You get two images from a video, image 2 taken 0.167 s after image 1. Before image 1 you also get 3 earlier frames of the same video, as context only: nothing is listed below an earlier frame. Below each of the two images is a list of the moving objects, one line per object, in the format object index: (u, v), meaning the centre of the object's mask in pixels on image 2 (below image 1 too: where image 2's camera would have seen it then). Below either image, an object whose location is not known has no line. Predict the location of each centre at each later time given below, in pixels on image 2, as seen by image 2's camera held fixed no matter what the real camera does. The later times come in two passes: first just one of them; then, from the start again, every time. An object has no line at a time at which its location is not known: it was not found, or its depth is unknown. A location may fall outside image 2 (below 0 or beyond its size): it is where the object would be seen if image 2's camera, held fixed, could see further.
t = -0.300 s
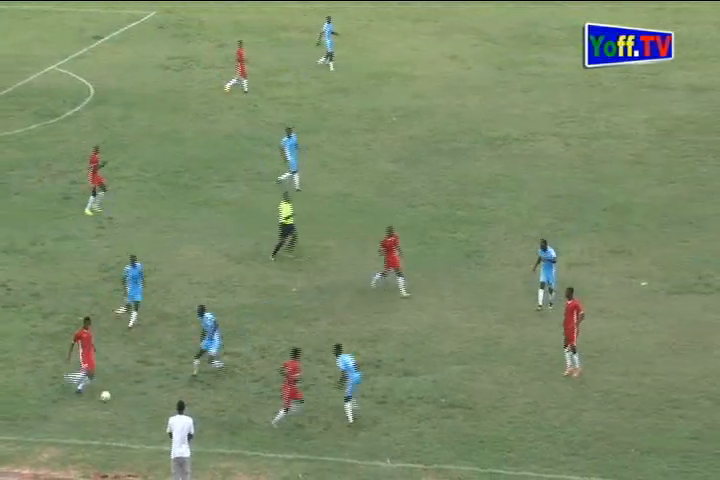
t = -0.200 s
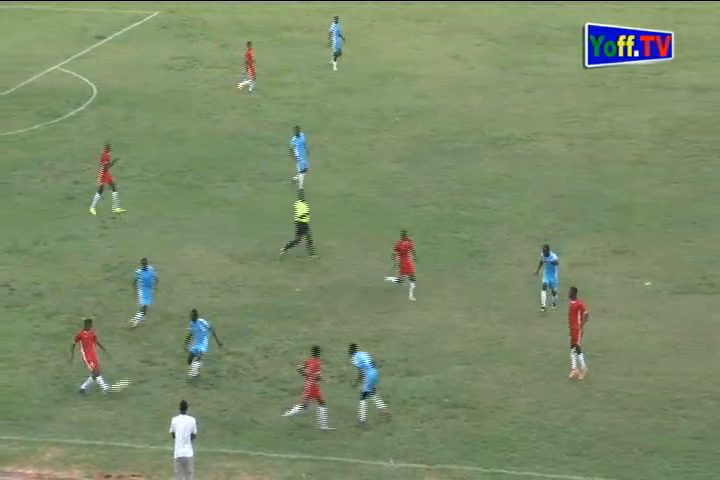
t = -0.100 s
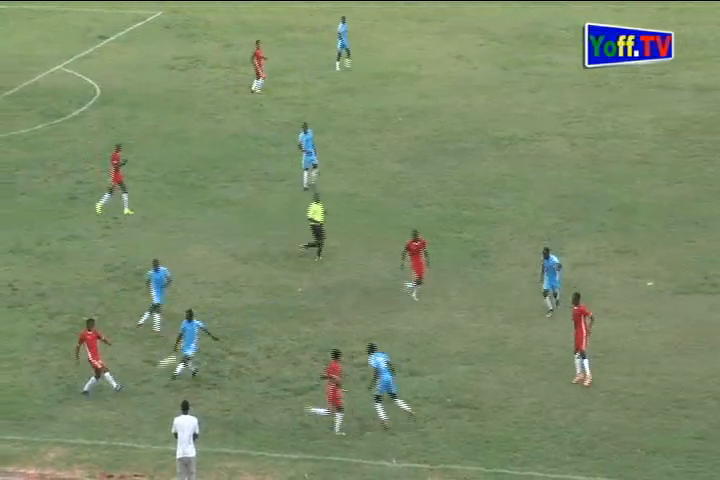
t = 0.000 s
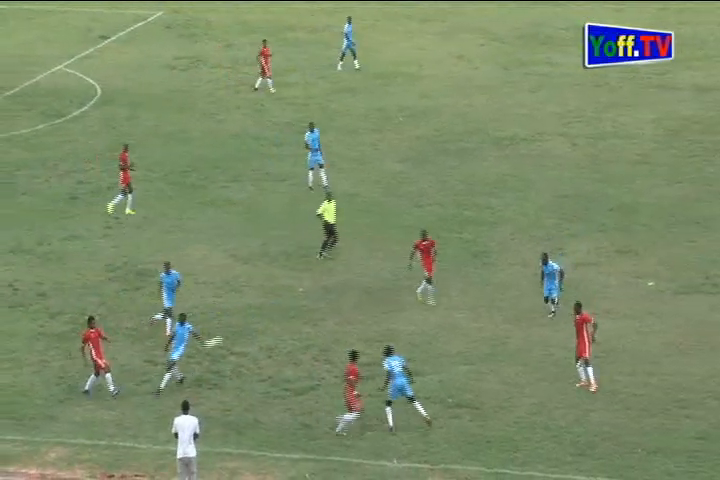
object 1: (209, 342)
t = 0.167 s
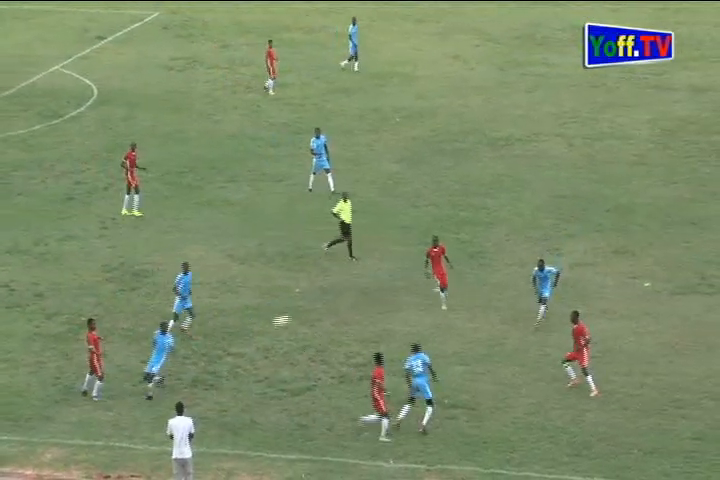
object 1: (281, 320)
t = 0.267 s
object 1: (324, 313)
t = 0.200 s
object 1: (296, 317)
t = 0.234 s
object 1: (310, 315)
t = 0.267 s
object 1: (324, 313)
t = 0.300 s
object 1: (337, 311)
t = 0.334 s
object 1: (352, 309)
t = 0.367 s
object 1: (365, 308)
